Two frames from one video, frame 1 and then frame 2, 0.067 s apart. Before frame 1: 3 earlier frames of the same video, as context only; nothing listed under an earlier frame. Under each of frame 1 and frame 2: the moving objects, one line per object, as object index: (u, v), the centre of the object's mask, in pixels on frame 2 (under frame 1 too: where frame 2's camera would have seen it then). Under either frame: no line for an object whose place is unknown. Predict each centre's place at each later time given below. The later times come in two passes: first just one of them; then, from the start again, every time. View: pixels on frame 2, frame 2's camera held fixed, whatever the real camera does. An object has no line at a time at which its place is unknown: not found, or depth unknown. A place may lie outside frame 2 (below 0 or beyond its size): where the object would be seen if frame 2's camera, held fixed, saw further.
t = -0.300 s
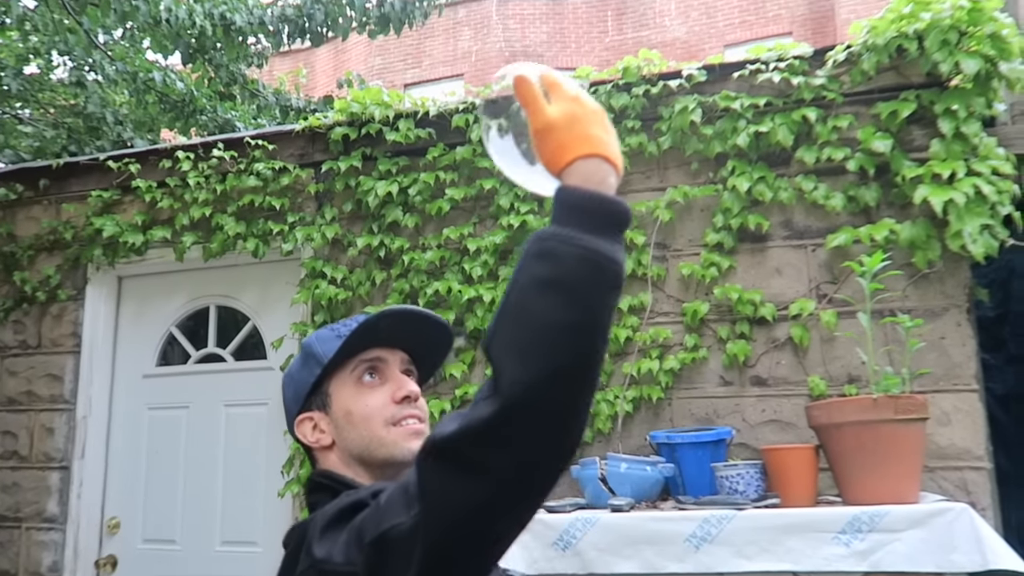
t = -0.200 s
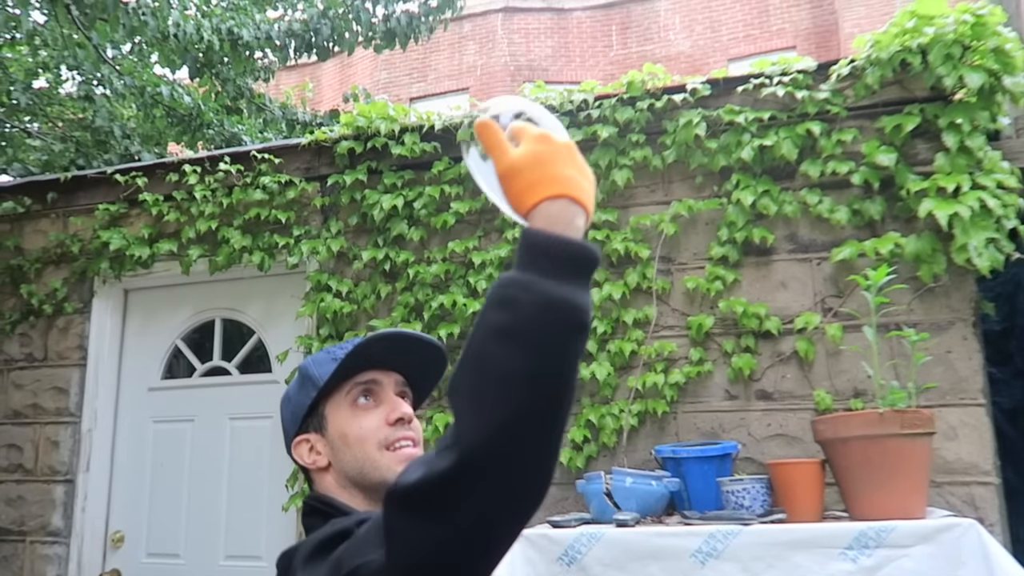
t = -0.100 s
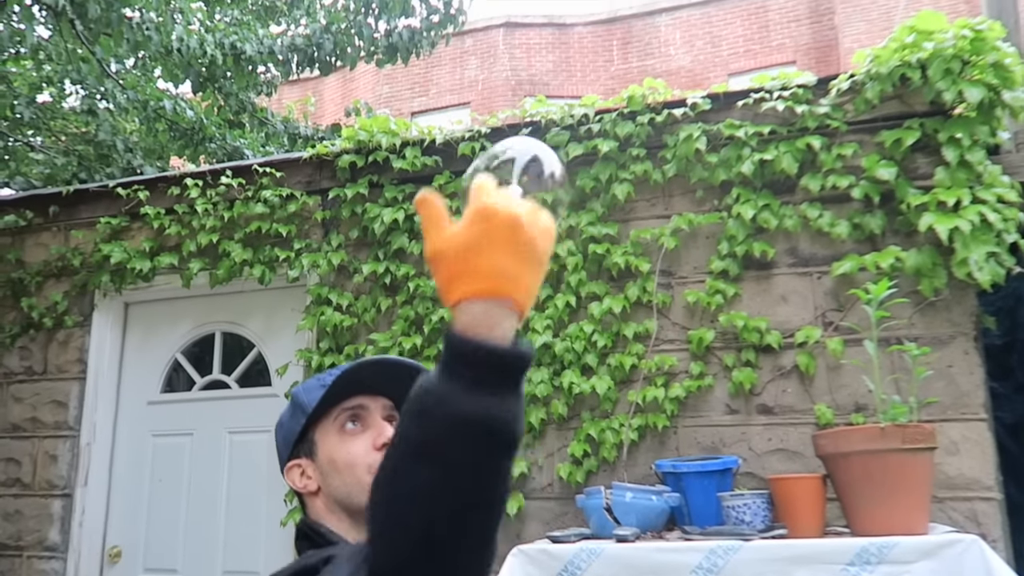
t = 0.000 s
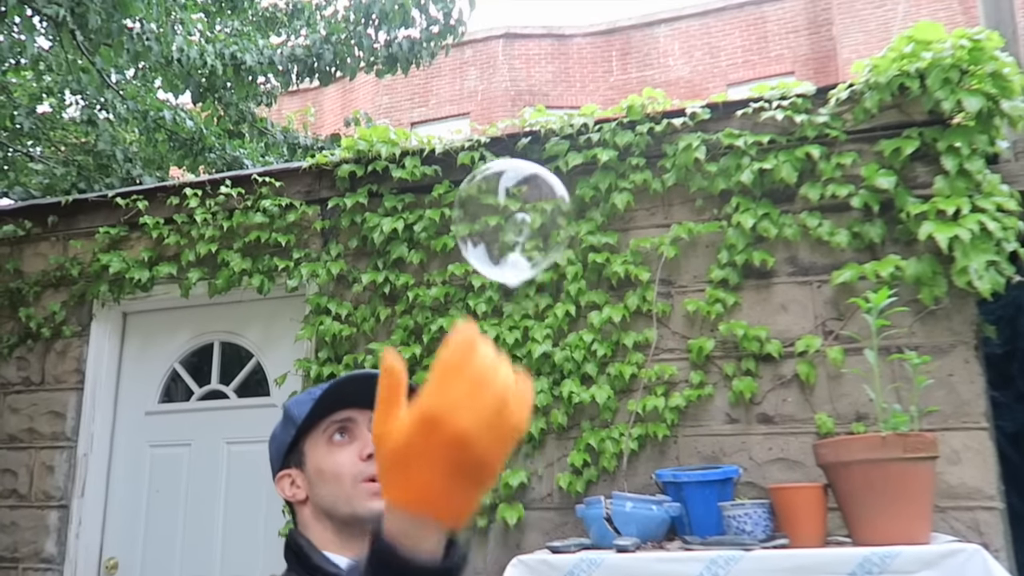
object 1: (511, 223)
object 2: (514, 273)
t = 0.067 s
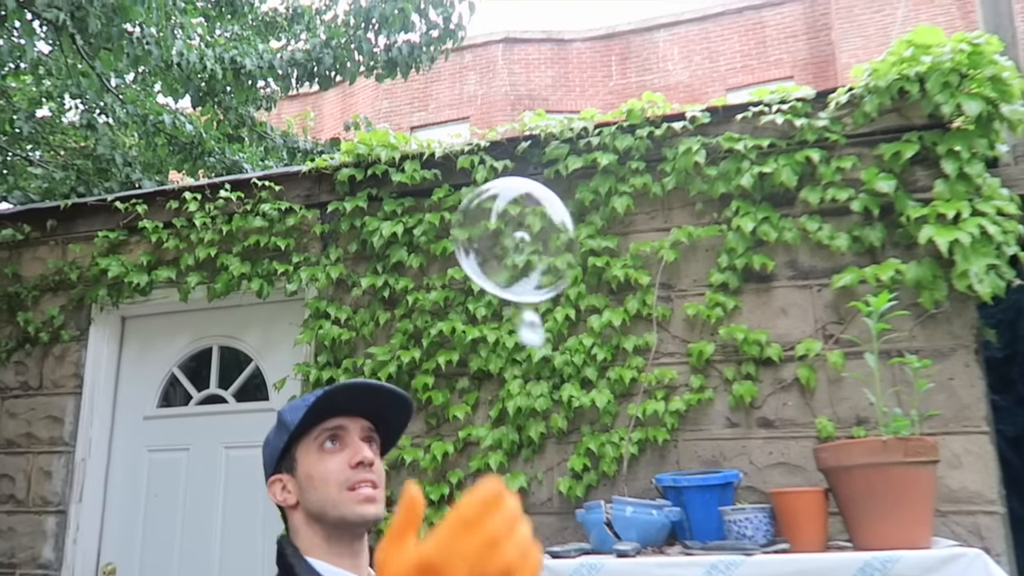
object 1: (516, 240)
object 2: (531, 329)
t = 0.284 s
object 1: (544, 276)
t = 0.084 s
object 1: (517, 243)
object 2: (536, 347)
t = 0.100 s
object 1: (518, 245)
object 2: (541, 364)
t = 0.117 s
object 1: (520, 249)
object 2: (548, 381)
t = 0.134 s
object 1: (521, 252)
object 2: (553, 403)
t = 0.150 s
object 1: (523, 255)
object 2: (557, 423)
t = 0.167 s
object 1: (526, 257)
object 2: (560, 446)
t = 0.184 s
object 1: (529, 260)
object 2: (562, 467)
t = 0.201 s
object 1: (532, 263)
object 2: (564, 491)
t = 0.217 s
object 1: (536, 266)
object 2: (565, 515)
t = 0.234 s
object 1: (537, 268)
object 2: (566, 538)
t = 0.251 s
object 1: (540, 271)
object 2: (566, 556)
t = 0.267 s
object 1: (542, 274)
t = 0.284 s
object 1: (544, 276)
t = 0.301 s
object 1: (546, 279)
